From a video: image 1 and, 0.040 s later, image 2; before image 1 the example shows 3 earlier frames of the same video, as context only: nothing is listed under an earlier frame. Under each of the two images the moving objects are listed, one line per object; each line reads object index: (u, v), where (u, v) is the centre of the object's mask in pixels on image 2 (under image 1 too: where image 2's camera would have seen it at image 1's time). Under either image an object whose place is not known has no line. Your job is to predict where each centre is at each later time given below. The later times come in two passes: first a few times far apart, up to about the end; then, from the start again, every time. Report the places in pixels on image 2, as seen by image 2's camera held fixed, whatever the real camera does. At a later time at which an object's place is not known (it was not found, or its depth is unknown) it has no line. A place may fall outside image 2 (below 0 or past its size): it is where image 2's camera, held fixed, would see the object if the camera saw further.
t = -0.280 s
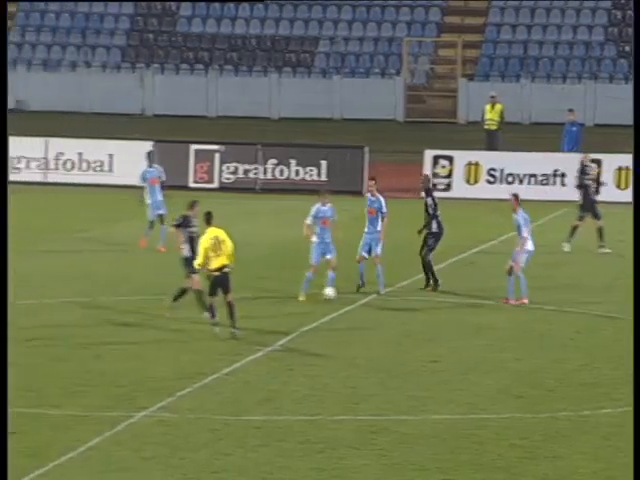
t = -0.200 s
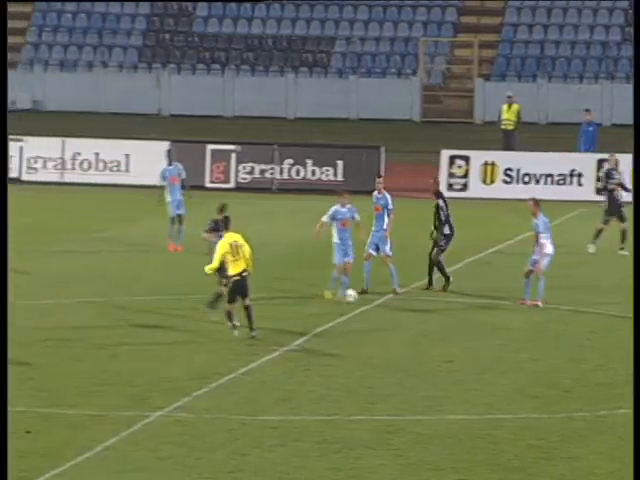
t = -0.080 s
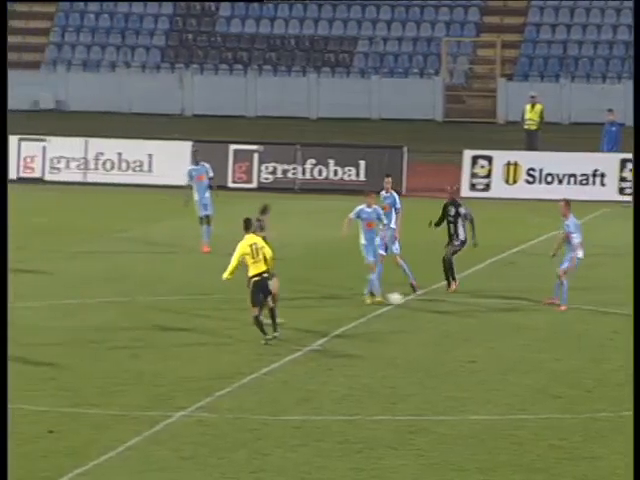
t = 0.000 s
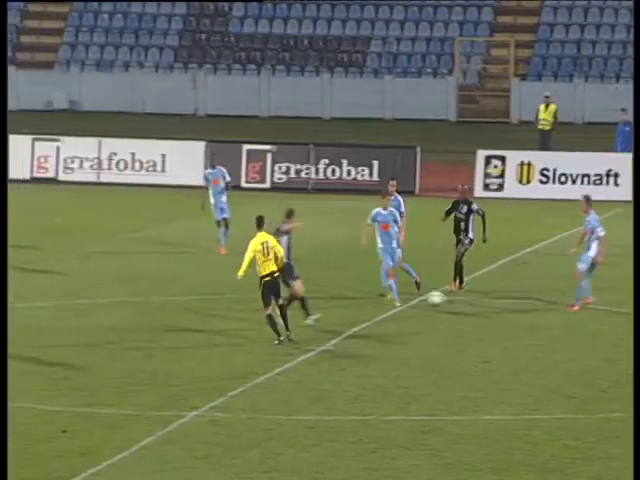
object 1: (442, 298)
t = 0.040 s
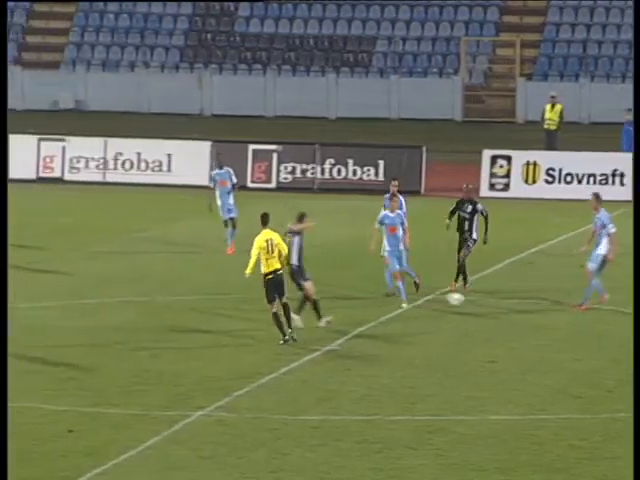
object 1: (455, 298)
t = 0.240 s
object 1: (519, 304)
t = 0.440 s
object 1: (576, 308)
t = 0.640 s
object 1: (616, 311)
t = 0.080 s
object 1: (469, 300)
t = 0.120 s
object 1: (482, 300)
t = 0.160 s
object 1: (493, 301)
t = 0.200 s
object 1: (507, 303)
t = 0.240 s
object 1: (519, 304)
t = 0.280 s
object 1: (529, 304)
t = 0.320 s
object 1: (539, 305)
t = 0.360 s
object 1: (549, 306)
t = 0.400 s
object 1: (566, 307)
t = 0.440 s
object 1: (576, 308)
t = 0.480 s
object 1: (580, 308)
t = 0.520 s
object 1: (586, 308)
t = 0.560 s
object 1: (595, 311)
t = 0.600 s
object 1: (605, 311)
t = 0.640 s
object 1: (616, 311)
